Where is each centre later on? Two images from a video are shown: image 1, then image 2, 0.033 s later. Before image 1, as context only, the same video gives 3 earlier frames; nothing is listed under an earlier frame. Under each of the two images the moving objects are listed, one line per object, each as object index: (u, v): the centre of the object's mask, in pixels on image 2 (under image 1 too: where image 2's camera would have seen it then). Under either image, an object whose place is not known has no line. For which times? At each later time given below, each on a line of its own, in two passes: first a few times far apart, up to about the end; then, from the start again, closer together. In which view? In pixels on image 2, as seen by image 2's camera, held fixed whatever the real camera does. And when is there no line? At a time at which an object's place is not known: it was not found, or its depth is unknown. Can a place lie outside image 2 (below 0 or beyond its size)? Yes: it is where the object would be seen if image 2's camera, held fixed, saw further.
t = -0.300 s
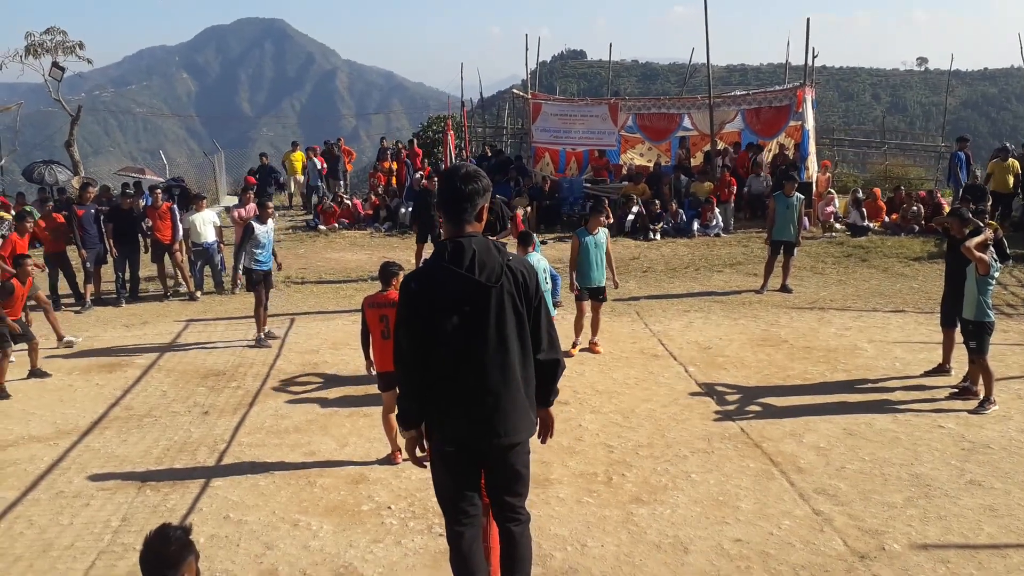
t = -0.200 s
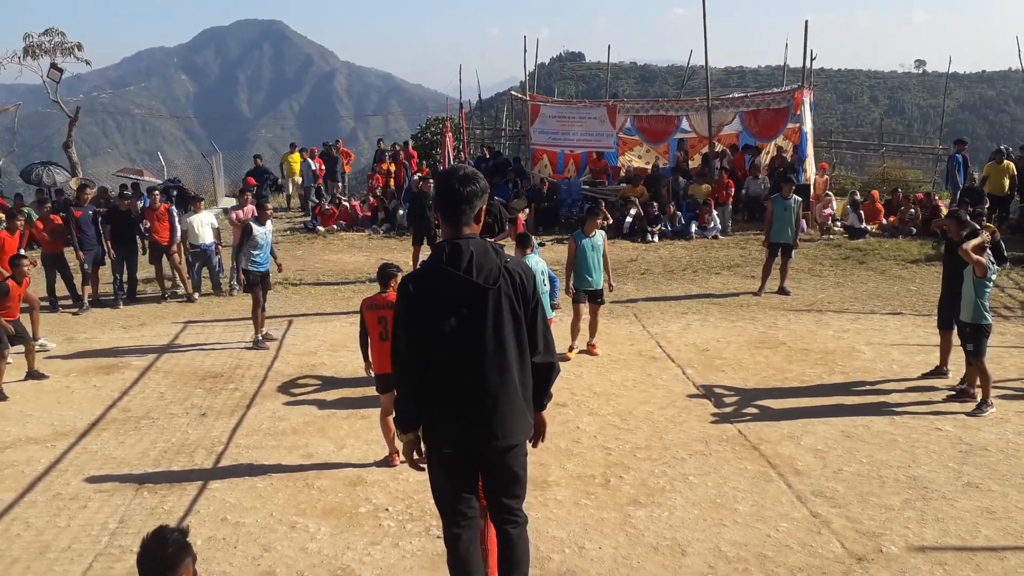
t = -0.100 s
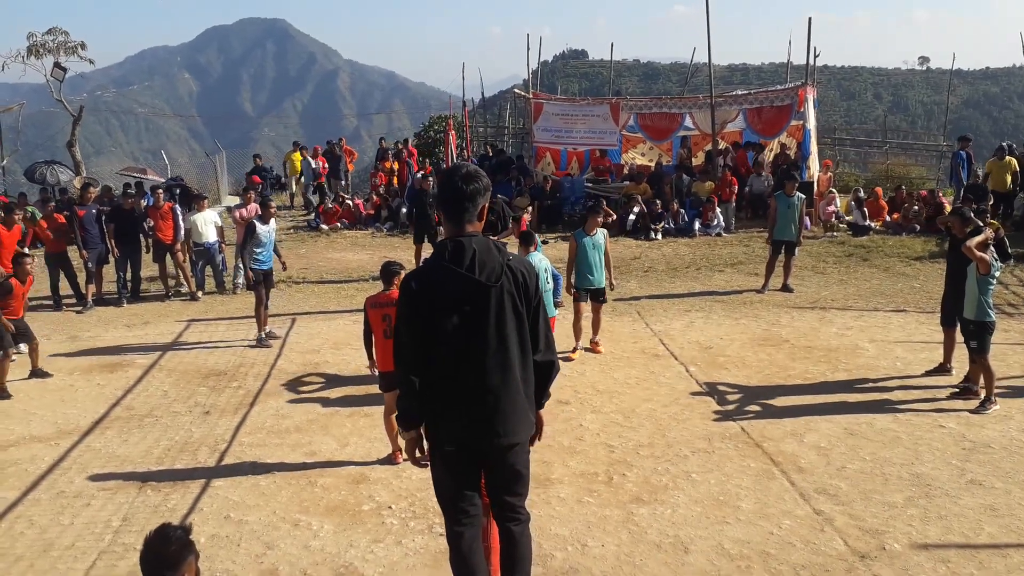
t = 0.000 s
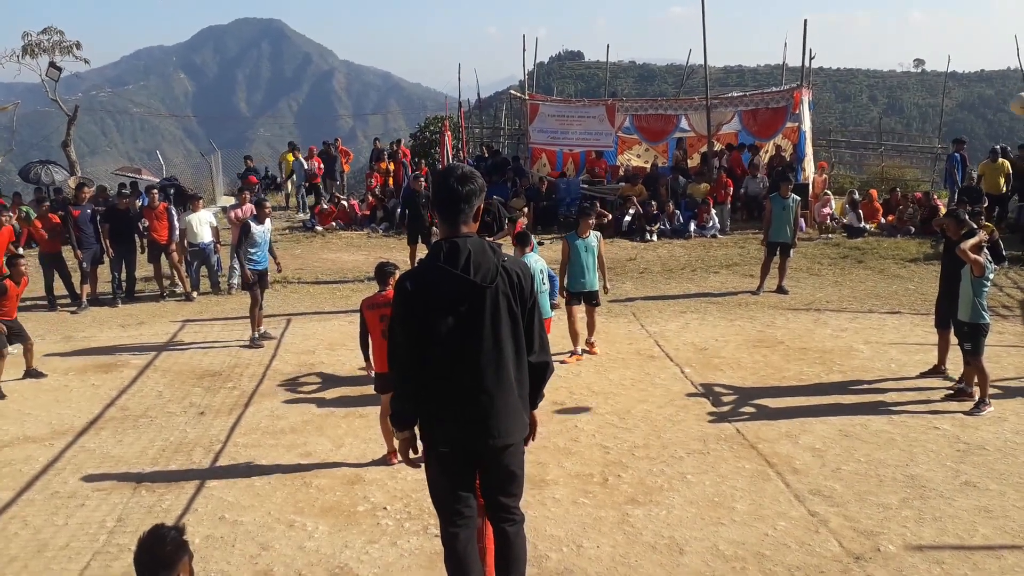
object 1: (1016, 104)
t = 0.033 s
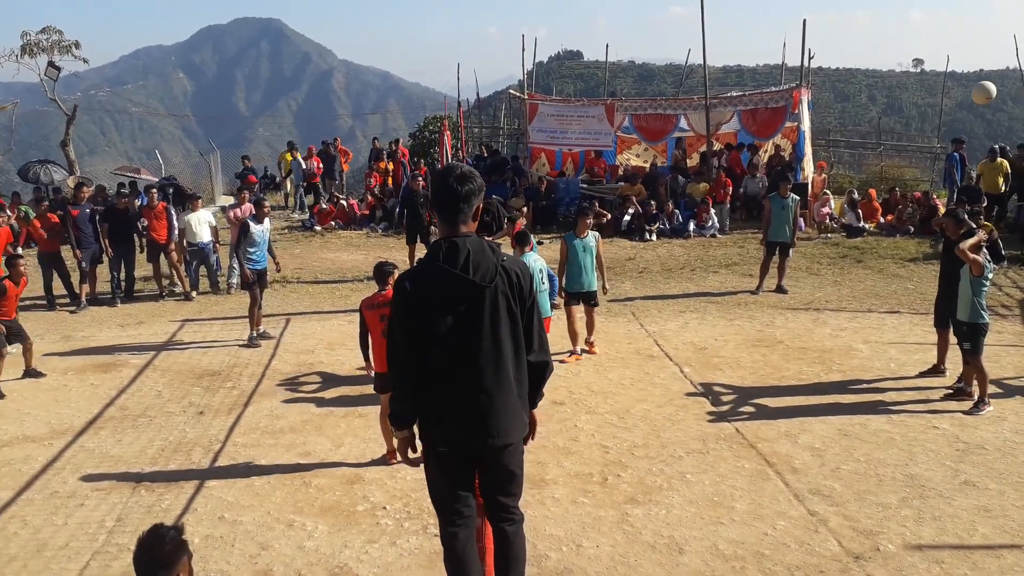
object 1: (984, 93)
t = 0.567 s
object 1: (337, 72)
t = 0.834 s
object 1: (5, 177)
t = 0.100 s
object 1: (907, 75)
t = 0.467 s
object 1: (460, 54)
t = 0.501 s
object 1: (419, 59)
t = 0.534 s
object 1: (377, 65)
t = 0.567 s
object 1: (337, 72)
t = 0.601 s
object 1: (295, 81)
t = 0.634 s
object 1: (253, 91)
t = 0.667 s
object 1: (212, 102)
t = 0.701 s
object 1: (169, 114)
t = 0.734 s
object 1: (128, 128)
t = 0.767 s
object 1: (87, 143)
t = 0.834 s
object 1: (5, 177)
